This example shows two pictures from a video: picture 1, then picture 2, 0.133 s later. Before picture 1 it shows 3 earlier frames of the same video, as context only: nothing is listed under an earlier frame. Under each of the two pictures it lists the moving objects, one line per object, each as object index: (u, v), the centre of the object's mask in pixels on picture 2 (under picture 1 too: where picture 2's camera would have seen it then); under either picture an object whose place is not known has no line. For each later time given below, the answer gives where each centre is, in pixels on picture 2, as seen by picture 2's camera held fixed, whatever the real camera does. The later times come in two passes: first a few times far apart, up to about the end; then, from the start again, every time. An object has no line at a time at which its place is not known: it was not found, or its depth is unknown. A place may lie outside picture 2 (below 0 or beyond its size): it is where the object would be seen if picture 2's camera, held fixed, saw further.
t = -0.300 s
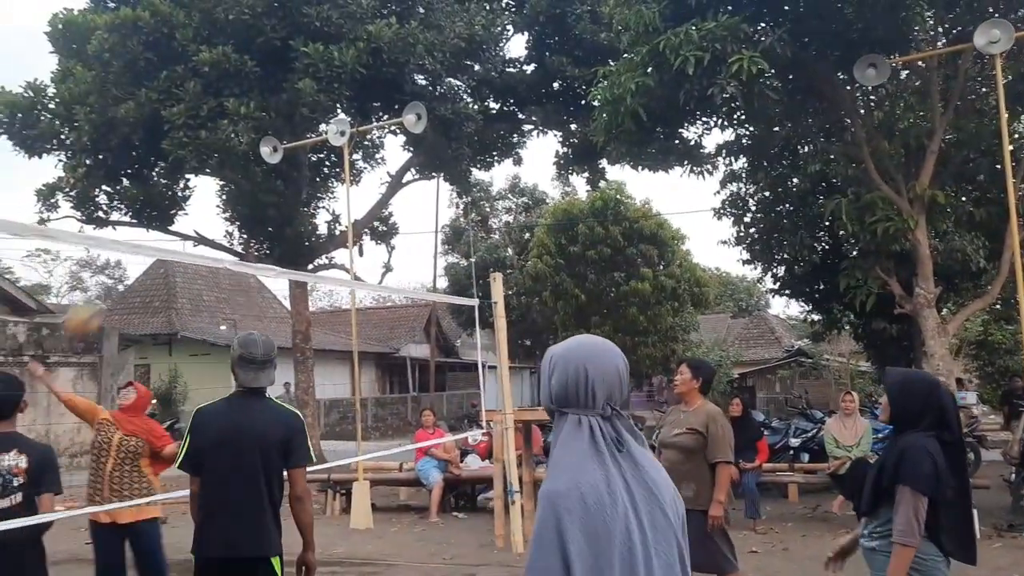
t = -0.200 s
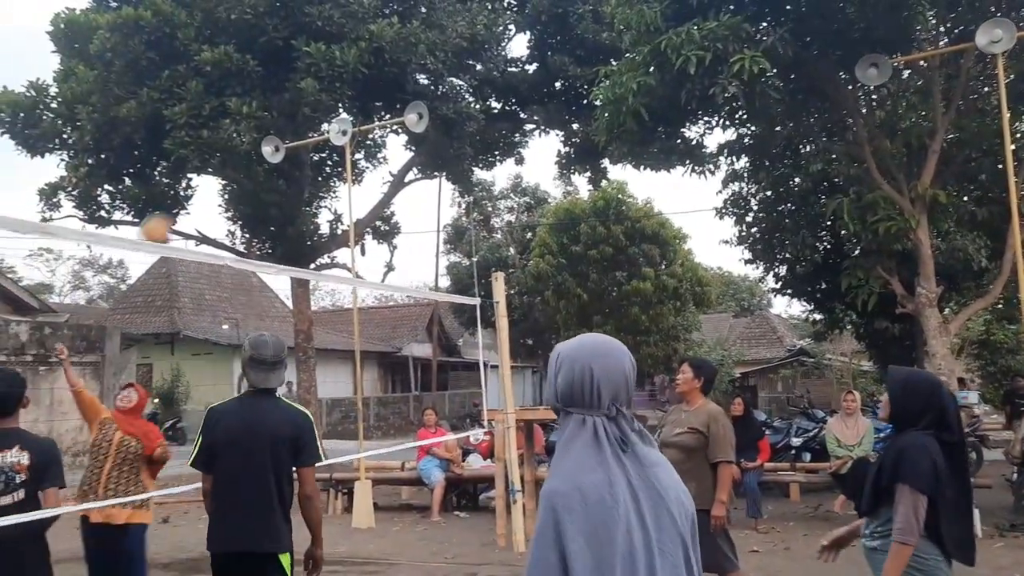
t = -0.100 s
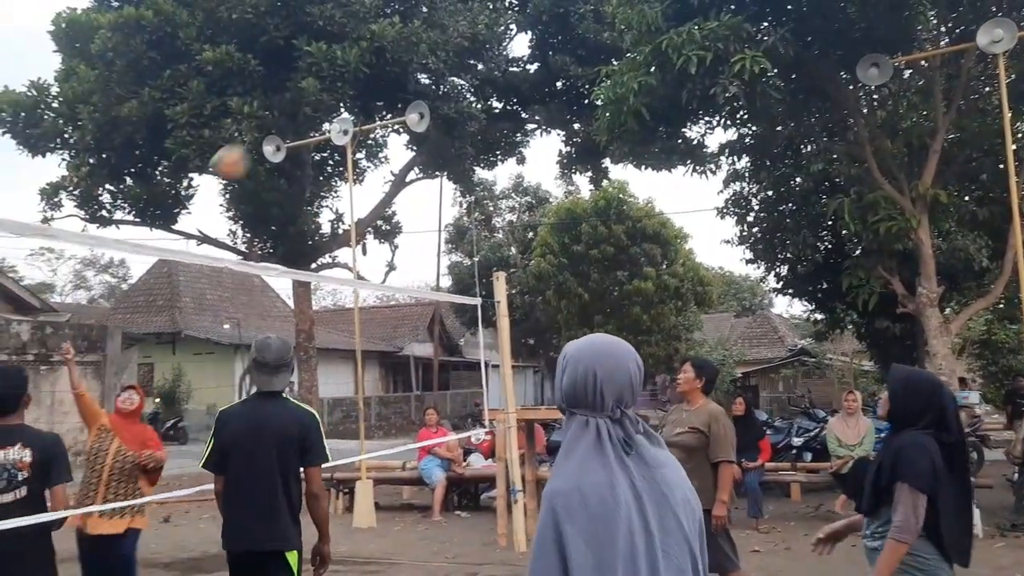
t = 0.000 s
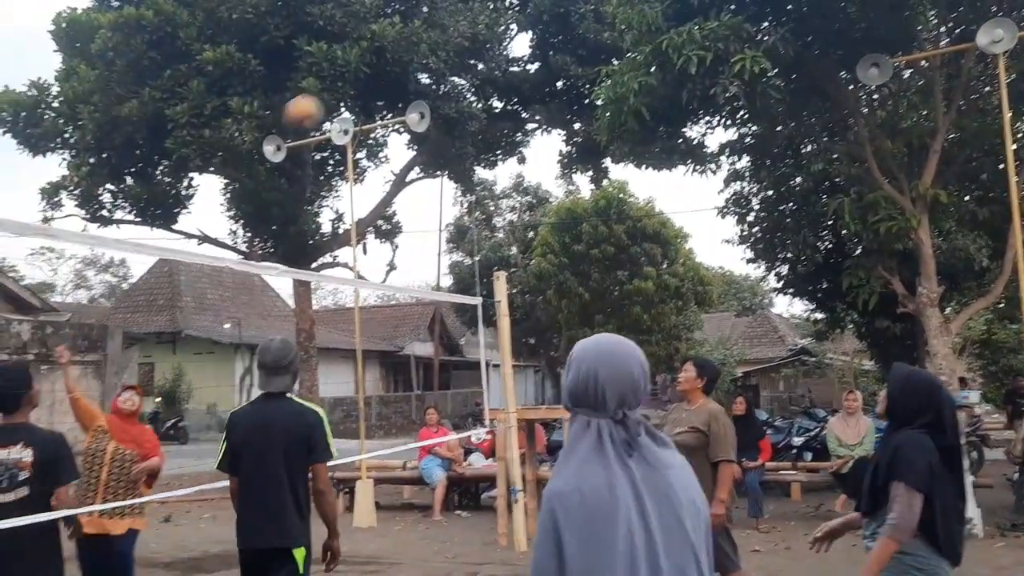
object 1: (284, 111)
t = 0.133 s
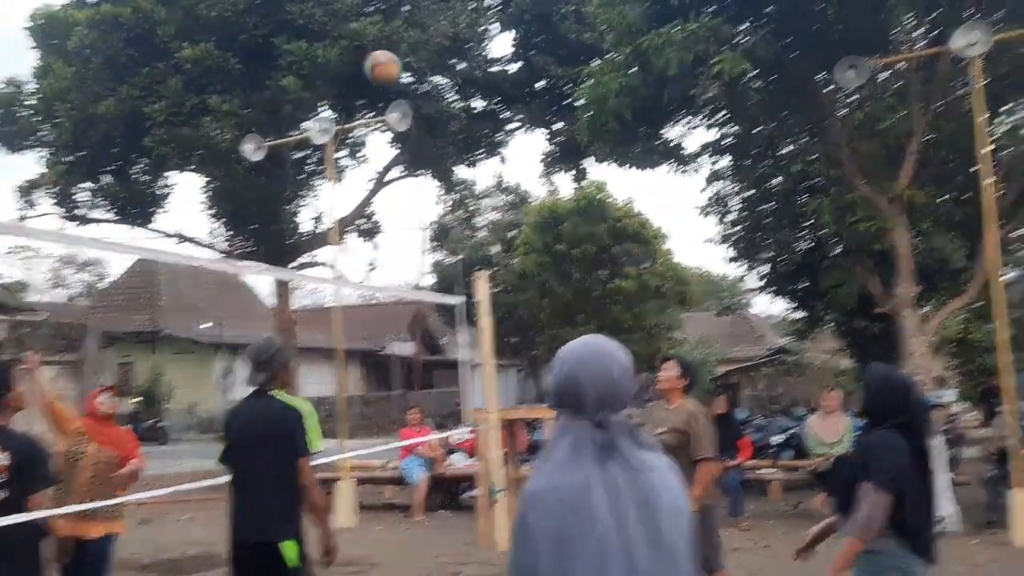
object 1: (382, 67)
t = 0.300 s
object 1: (509, 53)
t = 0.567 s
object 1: (718, 136)
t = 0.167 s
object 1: (408, 62)
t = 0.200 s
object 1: (433, 57)
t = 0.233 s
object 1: (458, 53)
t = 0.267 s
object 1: (483, 53)
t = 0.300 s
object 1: (509, 53)
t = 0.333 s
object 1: (534, 57)
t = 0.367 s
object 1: (560, 61)
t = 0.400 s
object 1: (588, 68)
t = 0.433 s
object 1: (614, 77)
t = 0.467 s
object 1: (640, 88)
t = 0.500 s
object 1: (666, 102)
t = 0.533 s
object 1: (691, 116)
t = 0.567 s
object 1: (718, 136)
